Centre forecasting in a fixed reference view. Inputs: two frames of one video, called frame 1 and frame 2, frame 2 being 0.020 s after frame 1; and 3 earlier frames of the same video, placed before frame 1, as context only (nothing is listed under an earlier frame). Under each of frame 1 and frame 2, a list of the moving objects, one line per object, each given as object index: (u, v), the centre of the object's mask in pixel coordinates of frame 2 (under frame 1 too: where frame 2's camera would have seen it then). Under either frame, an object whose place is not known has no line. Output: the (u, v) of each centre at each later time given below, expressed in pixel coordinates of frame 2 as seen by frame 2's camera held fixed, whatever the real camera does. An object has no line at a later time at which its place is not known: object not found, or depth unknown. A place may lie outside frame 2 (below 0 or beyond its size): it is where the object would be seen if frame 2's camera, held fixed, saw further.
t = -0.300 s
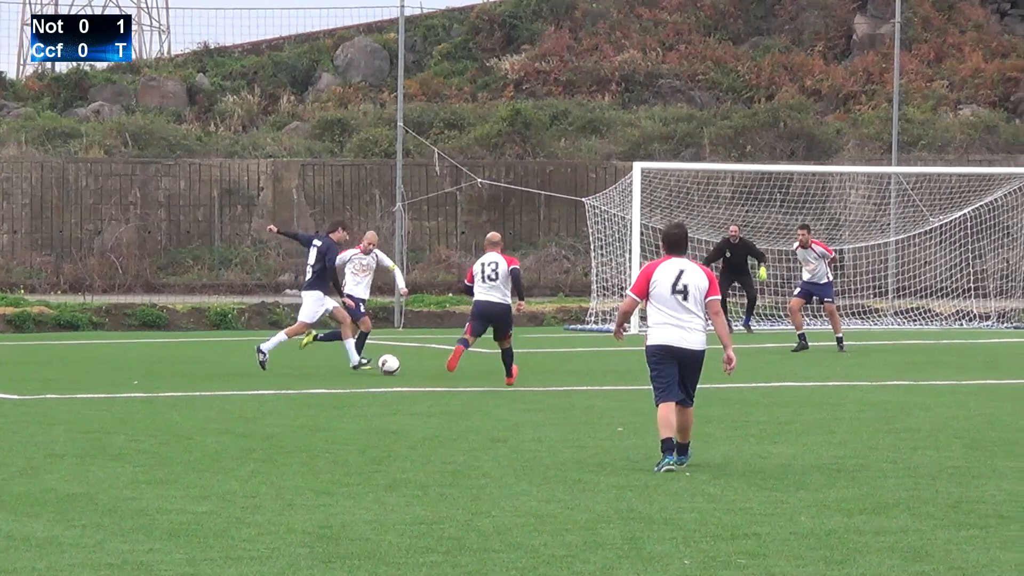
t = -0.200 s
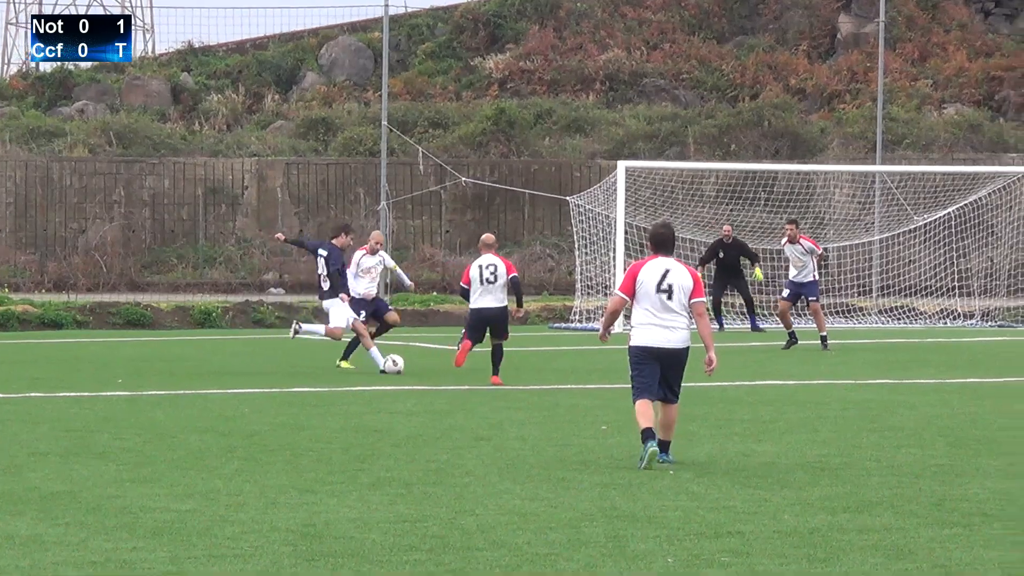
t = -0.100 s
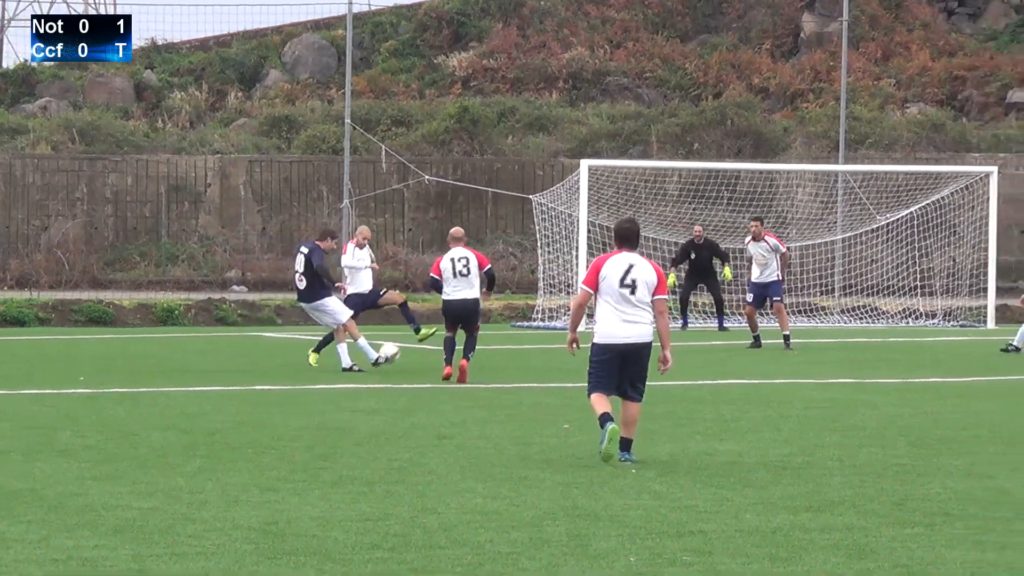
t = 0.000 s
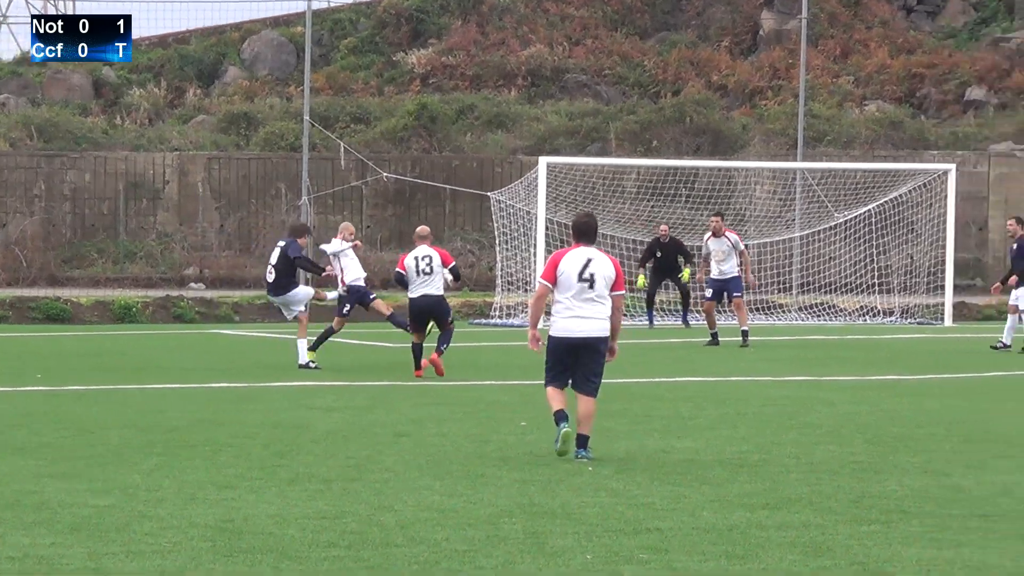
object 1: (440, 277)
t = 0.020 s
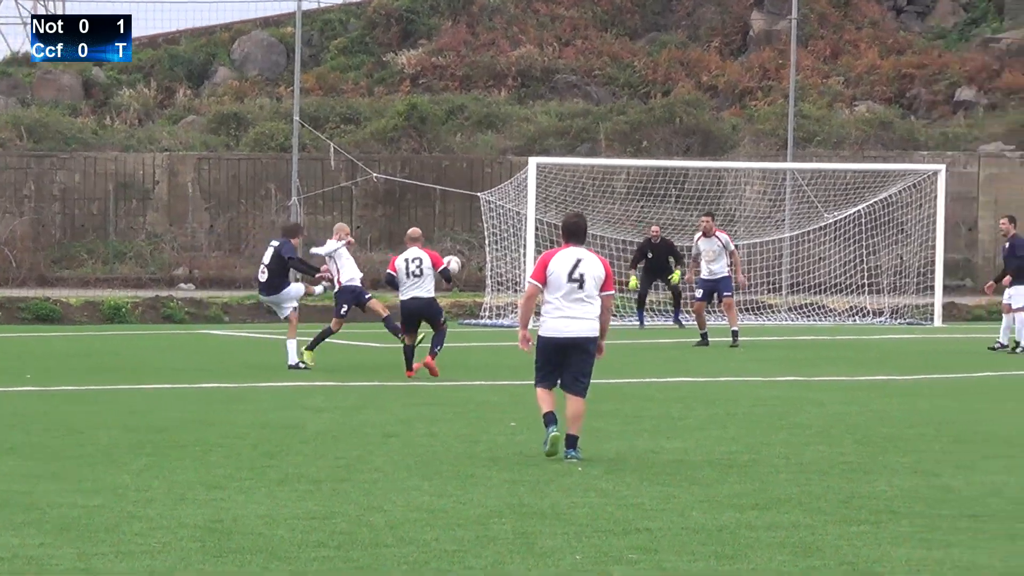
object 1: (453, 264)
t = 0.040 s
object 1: (462, 253)
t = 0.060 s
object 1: (473, 238)
